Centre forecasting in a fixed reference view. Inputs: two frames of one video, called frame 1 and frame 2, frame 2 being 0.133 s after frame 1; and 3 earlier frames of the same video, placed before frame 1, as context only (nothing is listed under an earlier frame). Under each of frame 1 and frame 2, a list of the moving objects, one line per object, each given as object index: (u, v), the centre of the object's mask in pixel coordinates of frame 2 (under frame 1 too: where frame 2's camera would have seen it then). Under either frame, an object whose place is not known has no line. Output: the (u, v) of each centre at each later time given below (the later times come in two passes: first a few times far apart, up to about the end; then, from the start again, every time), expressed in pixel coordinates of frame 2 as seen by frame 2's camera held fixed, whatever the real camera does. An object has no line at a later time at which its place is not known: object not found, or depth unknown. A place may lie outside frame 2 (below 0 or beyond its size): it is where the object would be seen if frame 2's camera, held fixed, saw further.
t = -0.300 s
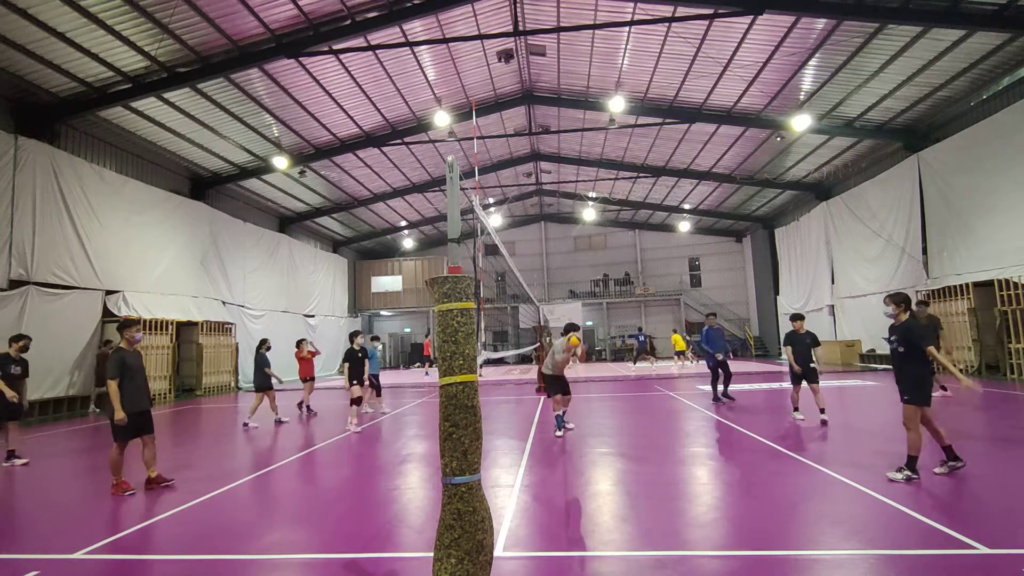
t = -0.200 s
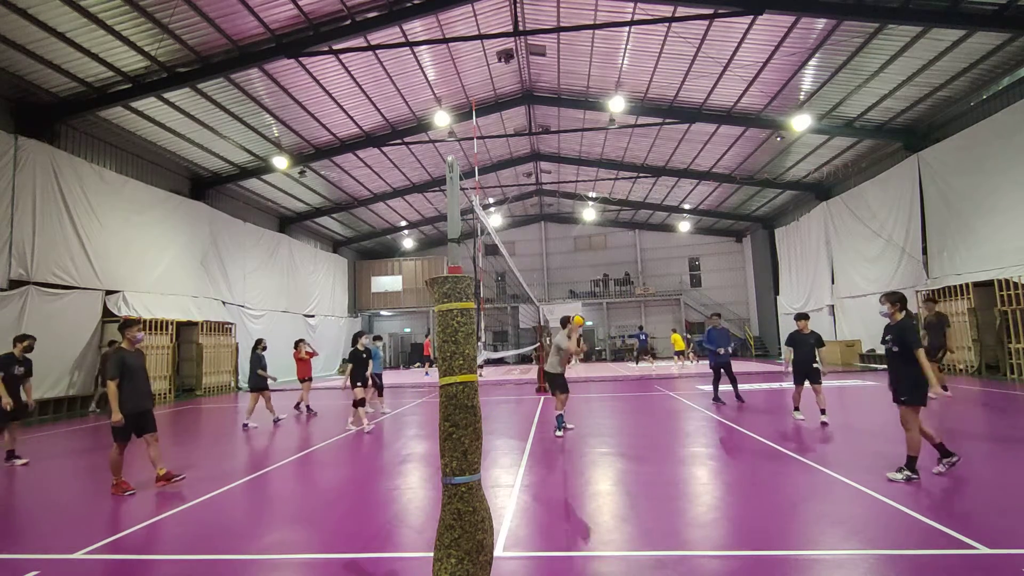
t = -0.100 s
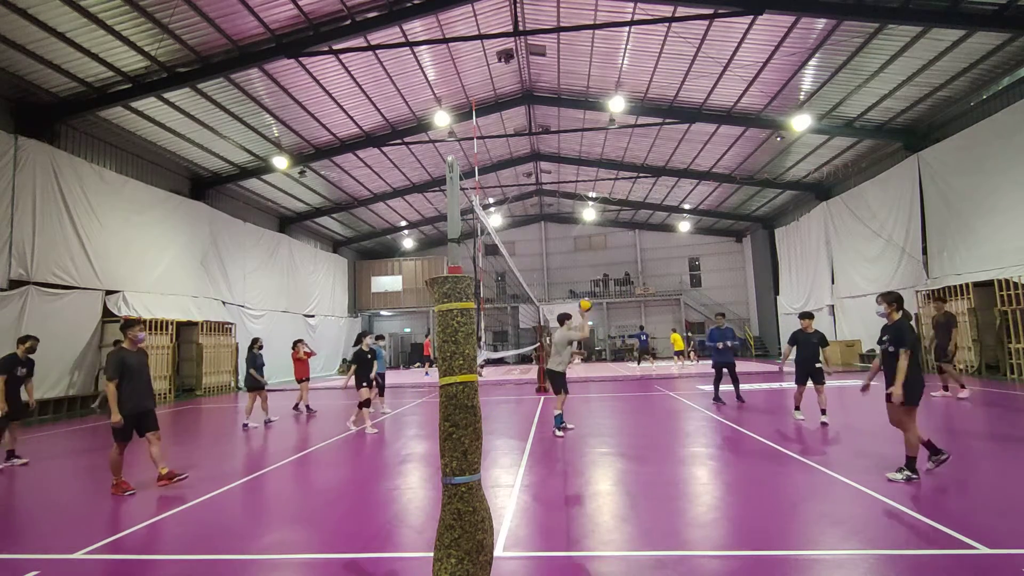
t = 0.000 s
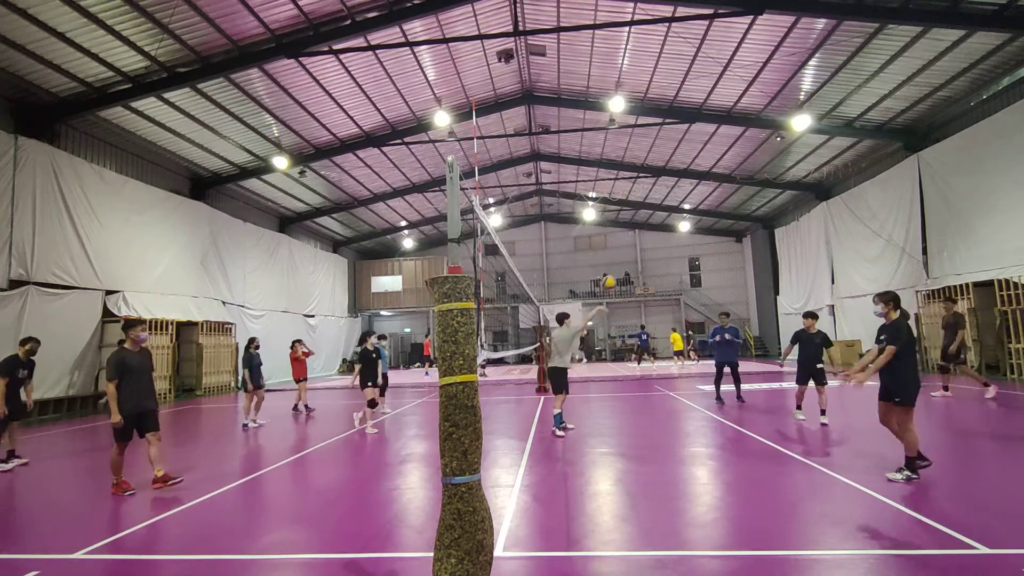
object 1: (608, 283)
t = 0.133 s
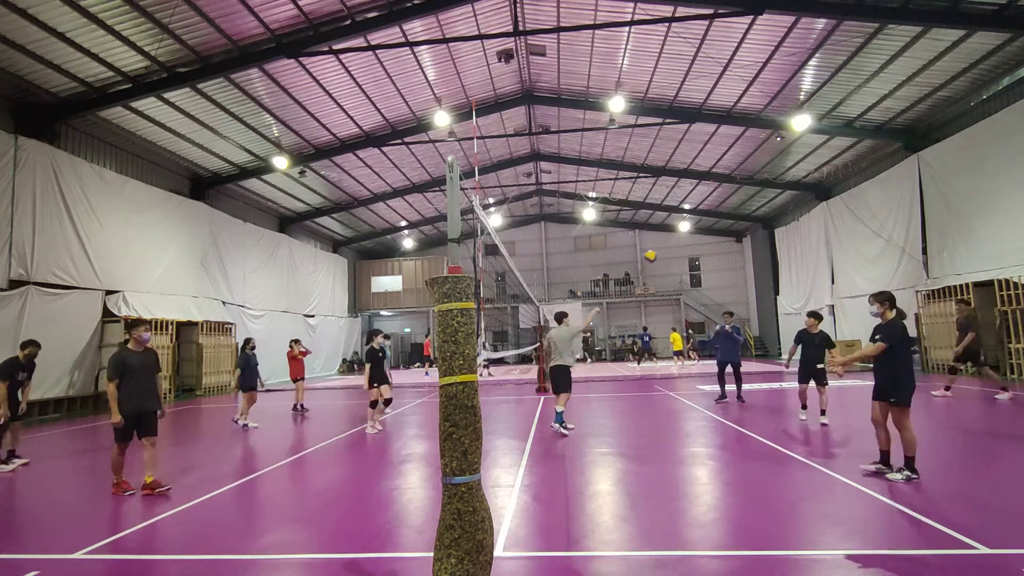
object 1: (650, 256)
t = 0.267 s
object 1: (688, 244)
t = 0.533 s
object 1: (754, 247)
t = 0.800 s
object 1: (813, 285)
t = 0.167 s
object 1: (660, 252)
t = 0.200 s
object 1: (669, 249)
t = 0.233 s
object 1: (678, 246)
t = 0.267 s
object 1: (688, 244)
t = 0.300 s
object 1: (697, 242)
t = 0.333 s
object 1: (706, 240)
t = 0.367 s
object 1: (714, 240)
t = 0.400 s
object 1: (722, 240)
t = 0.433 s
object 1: (730, 241)
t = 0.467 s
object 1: (738, 243)
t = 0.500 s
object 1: (746, 244)
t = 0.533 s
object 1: (754, 247)
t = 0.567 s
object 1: (761, 250)
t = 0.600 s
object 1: (769, 253)
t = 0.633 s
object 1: (776, 258)
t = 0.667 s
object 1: (784, 262)
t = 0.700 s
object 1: (792, 267)
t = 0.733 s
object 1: (799, 272)
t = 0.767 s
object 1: (806, 278)
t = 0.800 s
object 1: (813, 285)
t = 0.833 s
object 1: (820, 291)
